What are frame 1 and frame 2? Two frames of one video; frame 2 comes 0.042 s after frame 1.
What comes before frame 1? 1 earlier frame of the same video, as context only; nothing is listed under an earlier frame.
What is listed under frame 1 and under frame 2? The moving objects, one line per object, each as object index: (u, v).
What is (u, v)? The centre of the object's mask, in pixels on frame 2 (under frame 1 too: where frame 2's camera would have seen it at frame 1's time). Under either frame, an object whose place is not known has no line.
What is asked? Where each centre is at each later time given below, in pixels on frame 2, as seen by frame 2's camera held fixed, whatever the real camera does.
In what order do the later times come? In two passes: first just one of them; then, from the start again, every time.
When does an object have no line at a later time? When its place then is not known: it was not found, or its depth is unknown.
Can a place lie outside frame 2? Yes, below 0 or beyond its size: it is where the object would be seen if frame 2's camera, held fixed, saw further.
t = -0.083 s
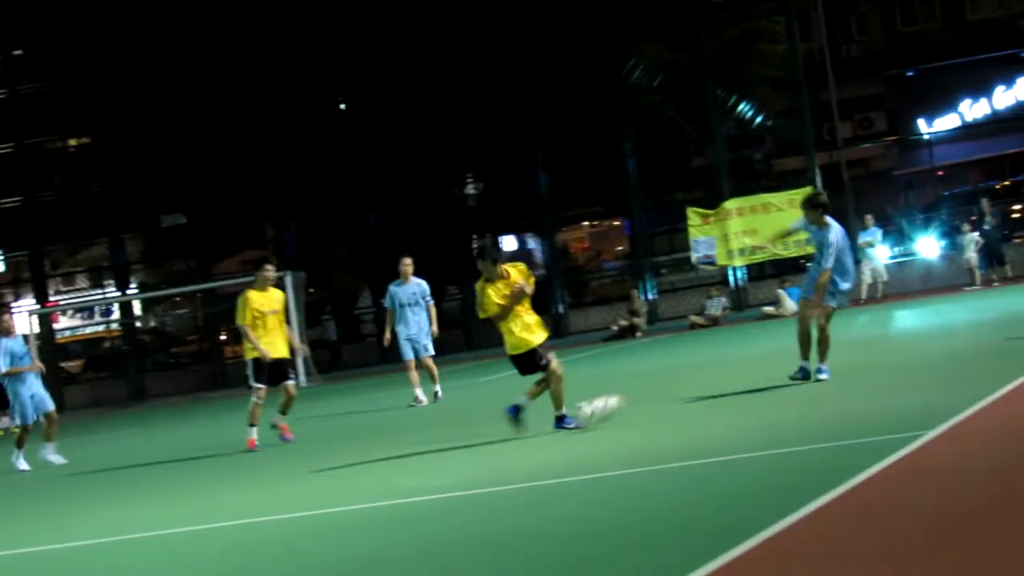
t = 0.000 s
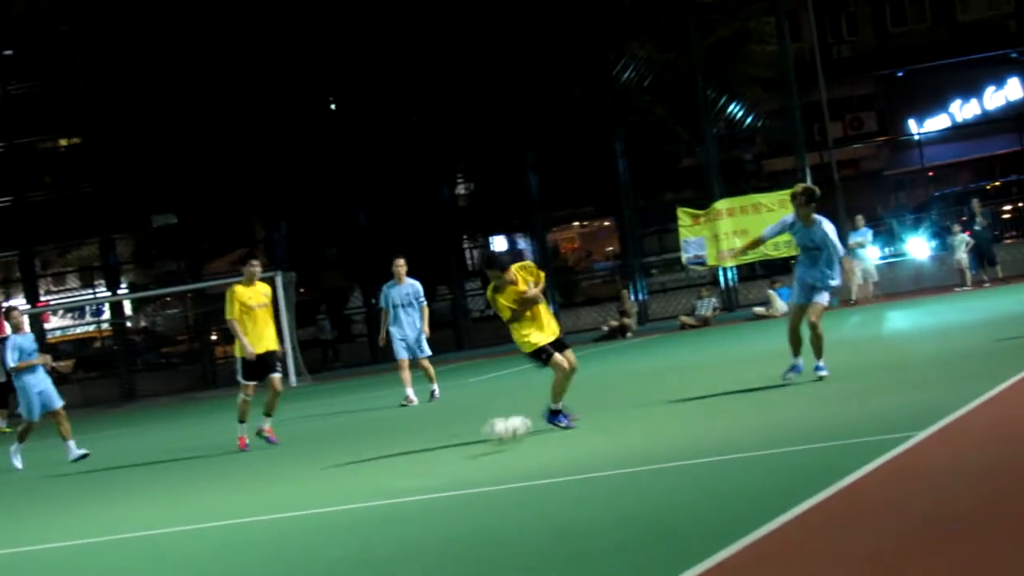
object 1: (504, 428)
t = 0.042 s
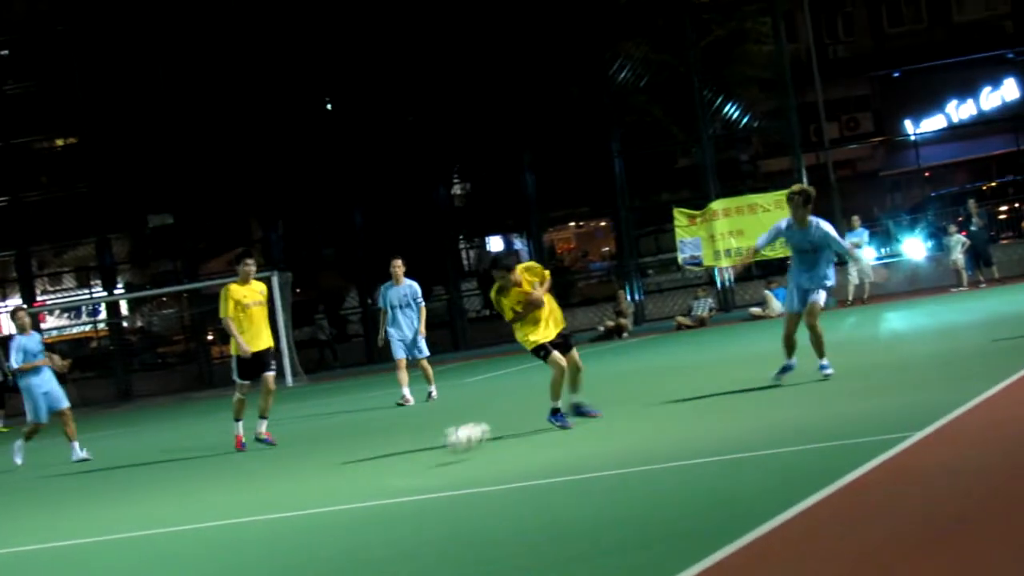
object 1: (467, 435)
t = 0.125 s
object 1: (386, 464)
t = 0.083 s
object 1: (427, 448)
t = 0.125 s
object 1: (386, 464)
